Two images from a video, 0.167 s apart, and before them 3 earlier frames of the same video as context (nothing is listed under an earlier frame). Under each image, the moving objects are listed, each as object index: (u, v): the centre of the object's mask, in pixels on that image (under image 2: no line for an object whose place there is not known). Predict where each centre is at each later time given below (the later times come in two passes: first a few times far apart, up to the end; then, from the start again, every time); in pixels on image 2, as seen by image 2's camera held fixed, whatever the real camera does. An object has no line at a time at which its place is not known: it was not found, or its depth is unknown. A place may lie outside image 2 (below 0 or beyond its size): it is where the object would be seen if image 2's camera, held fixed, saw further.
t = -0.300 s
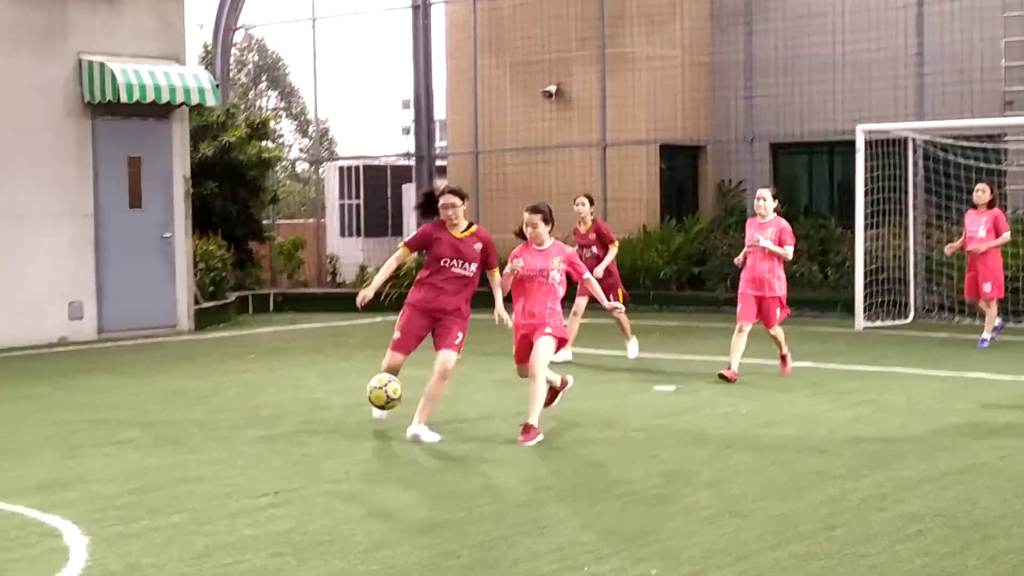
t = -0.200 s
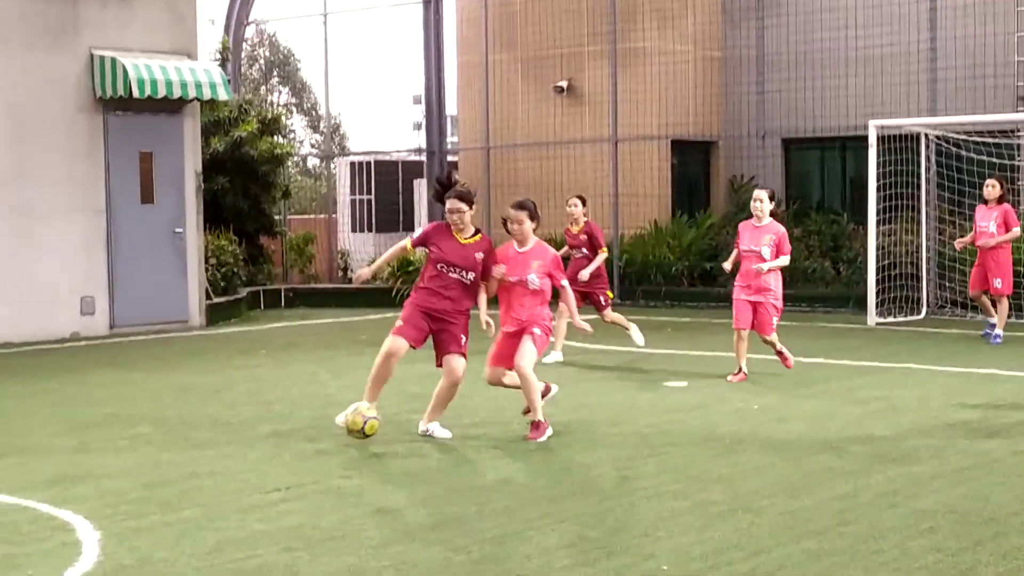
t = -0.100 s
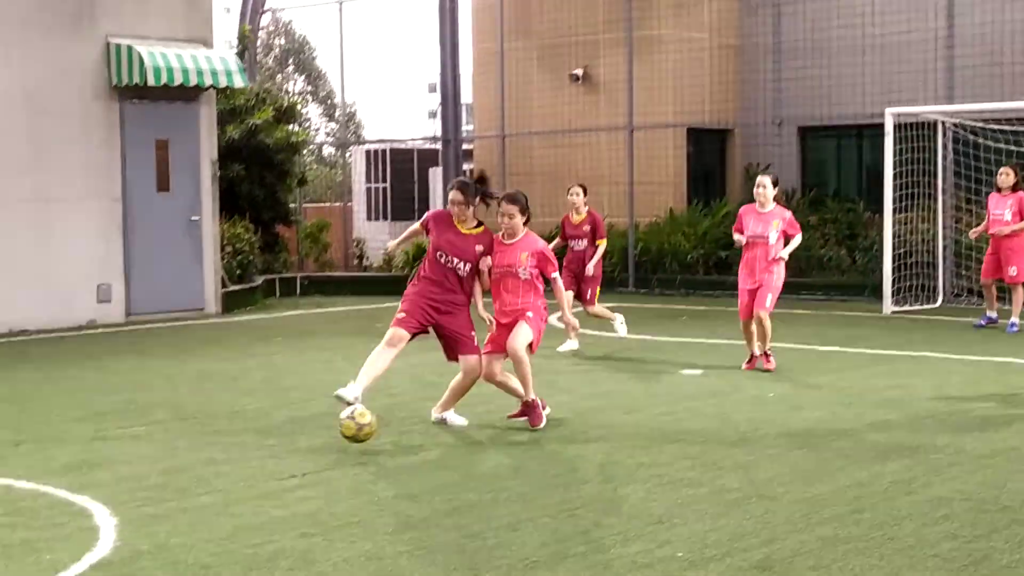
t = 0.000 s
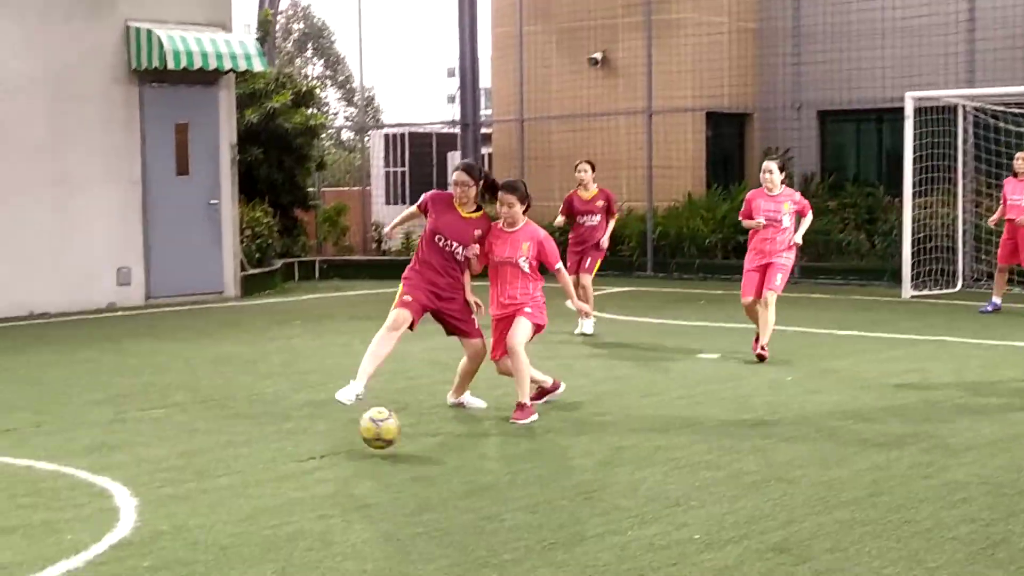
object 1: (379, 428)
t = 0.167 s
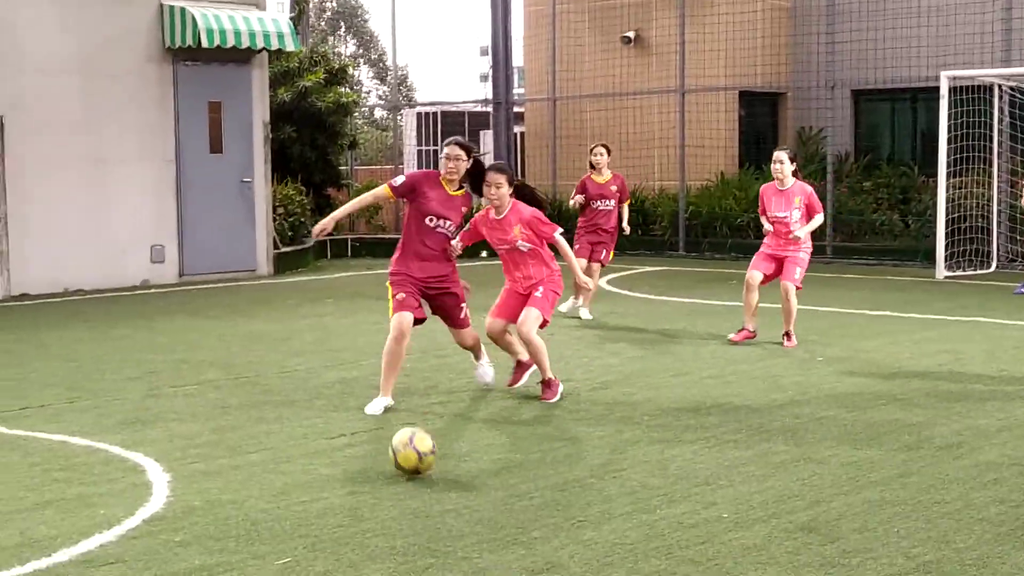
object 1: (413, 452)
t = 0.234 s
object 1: (413, 470)
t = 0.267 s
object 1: (412, 475)
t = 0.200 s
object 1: (413, 465)
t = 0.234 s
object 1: (413, 470)
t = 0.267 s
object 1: (412, 475)
